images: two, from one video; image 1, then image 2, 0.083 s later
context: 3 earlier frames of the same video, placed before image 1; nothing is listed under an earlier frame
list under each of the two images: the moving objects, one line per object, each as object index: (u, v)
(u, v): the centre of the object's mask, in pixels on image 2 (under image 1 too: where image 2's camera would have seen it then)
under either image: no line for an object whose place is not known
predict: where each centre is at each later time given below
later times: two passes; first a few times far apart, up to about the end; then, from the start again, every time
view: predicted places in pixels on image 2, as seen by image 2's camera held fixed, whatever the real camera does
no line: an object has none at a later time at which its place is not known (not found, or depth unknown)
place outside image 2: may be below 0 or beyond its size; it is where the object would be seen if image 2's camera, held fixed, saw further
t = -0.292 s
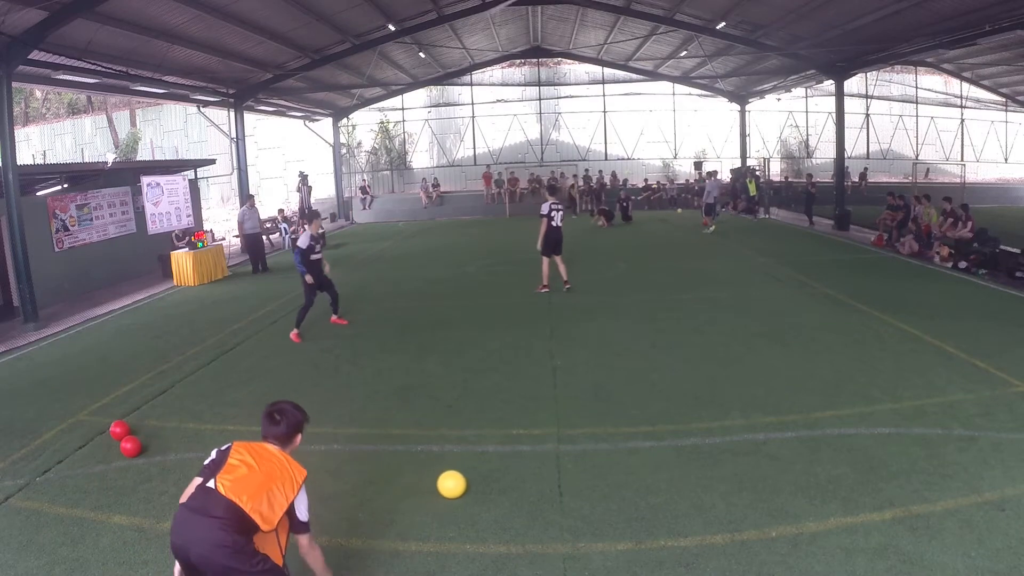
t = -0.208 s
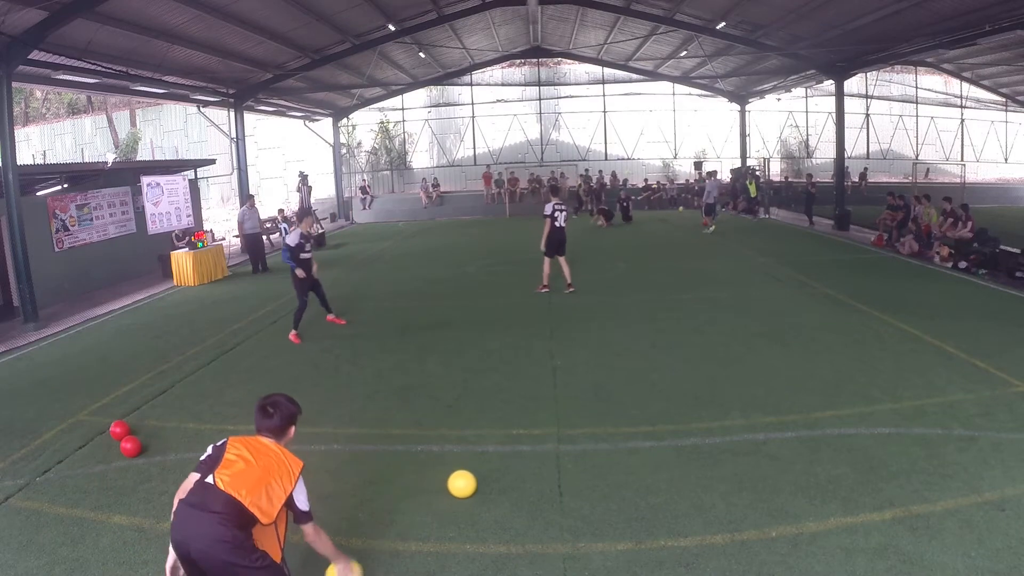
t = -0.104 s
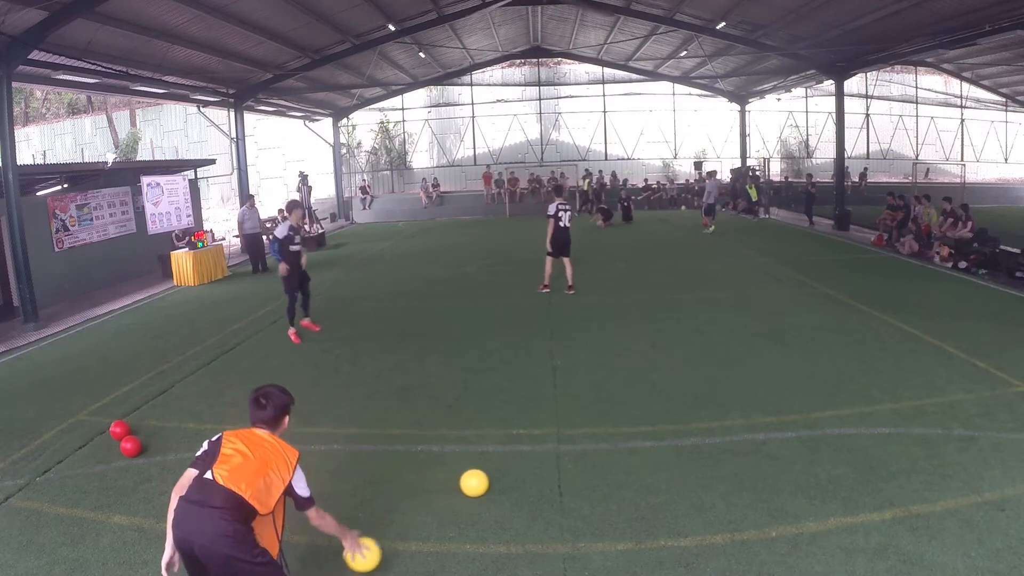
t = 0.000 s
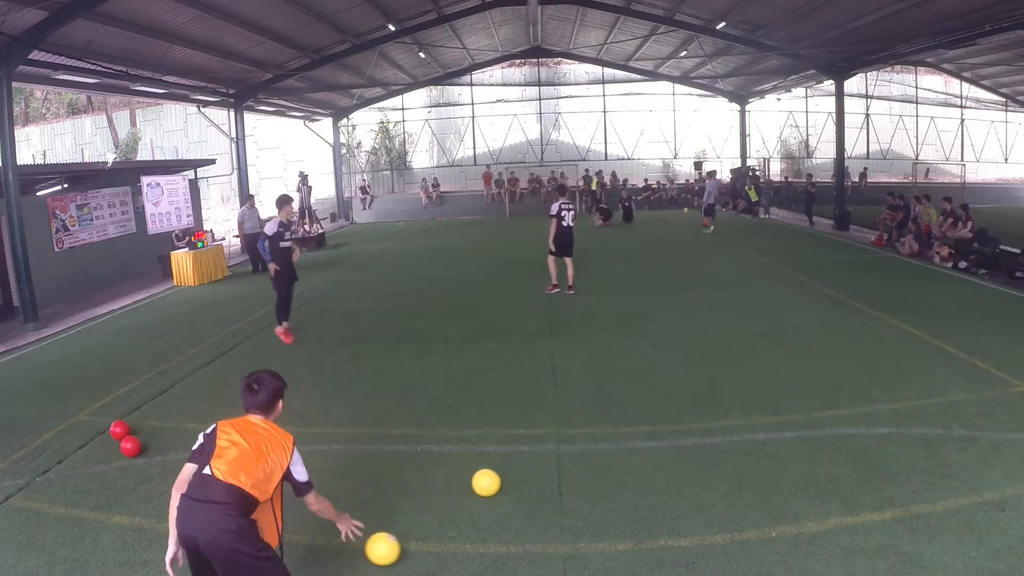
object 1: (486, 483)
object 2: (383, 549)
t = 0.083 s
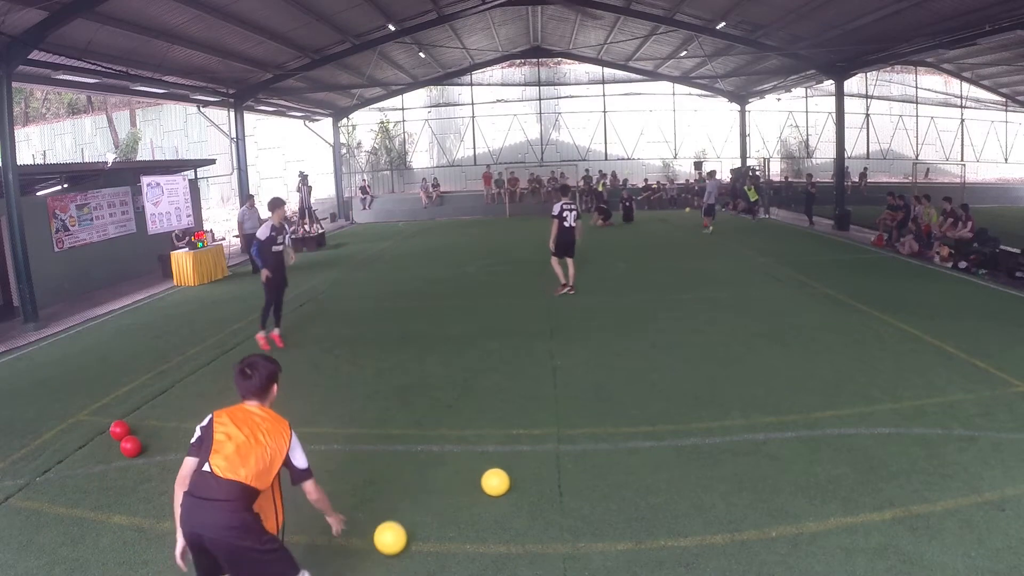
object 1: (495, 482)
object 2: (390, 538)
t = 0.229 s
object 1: (511, 482)
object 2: (400, 526)
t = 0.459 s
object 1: (532, 481)
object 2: (419, 510)
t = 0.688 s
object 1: (549, 479)
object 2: (435, 496)
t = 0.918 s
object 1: (565, 479)
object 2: (450, 483)
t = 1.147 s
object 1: (578, 479)
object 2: (465, 474)
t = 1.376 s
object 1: (588, 479)
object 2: (477, 466)
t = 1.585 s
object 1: (593, 479)
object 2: (488, 461)
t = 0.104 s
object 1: (498, 482)
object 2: (391, 534)
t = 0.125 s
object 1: (500, 482)
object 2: (393, 531)
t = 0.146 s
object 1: (502, 482)
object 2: (394, 529)
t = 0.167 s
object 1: (504, 482)
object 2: (395, 528)
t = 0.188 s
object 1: (507, 482)
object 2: (397, 526)
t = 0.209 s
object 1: (509, 482)
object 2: (398, 526)
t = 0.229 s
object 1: (511, 482)
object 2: (400, 526)
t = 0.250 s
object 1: (513, 482)
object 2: (402, 527)
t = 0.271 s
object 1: (515, 482)
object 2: (403, 527)
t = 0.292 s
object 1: (517, 481)
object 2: (405, 524)
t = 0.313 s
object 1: (519, 481)
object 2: (407, 521)
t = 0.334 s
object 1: (521, 481)
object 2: (408, 518)
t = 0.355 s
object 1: (523, 481)
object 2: (410, 517)
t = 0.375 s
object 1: (525, 481)
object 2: (412, 515)
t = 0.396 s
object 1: (526, 481)
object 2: (414, 515)
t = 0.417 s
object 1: (528, 481)
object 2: (416, 515)
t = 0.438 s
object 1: (530, 481)
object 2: (417, 512)
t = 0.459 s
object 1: (532, 481)
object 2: (419, 510)
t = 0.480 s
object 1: (534, 480)
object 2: (420, 508)
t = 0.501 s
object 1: (535, 480)
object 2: (422, 507)
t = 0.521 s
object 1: (537, 480)
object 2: (423, 506)
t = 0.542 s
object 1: (539, 480)
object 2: (425, 505)
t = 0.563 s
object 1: (540, 480)
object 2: (426, 503)
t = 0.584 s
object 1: (542, 480)
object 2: (428, 502)
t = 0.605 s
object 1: (543, 480)
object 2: (429, 501)
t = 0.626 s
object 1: (545, 479)
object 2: (431, 500)
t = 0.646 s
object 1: (546, 479)
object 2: (432, 499)
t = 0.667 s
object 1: (548, 479)
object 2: (434, 497)
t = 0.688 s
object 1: (549, 479)
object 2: (435, 496)
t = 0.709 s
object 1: (551, 479)
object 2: (437, 495)
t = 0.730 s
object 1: (552, 480)
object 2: (438, 493)
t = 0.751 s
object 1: (554, 480)
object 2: (439, 492)
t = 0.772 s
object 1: (555, 480)
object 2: (441, 491)
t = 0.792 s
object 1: (557, 480)
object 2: (442, 490)
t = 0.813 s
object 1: (558, 480)
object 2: (444, 488)
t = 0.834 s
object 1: (560, 480)
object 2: (445, 487)
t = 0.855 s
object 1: (561, 480)
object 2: (446, 486)
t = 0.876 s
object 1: (563, 480)
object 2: (448, 485)
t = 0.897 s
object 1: (564, 480)
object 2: (449, 484)
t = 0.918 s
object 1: (565, 479)
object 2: (450, 483)
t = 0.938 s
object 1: (567, 479)
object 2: (452, 482)
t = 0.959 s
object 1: (568, 479)
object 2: (453, 481)
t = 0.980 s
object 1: (569, 479)
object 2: (454, 480)
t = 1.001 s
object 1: (570, 479)
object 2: (456, 479)
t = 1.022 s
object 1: (572, 479)
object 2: (457, 478)
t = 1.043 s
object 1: (573, 479)
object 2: (458, 477)
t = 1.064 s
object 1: (574, 479)
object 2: (460, 477)
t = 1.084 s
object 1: (575, 479)
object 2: (461, 476)
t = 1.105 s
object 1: (576, 479)
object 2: (462, 475)
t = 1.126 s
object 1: (577, 479)
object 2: (464, 474)
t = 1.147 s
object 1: (578, 479)
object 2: (465, 474)
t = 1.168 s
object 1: (579, 479)
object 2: (466, 473)
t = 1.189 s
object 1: (580, 479)
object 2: (467, 472)
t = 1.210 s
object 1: (581, 479)
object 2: (469, 471)
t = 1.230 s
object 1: (582, 479)
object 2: (470, 471)
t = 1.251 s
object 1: (583, 479)
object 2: (471, 470)
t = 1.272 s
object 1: (583, 479)
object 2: (472, 469)
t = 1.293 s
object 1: (584, 479)
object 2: (473, 469)
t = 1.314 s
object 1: (585, 479)
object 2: (474, 468)
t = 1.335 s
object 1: (586, 479)
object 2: (475, 467)
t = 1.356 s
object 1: (587, 479)
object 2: (476, 467)
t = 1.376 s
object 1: (588, 479)
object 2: (477, 466)
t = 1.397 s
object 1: (588, 479)
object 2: (479, 465)
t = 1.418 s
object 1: (589, 479)
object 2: (480, 465)
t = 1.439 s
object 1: (590, 479)
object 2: (481, 464)
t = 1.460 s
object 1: (590, 479)
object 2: (482, 464)
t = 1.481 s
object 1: (591, 479)
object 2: (483, 463)
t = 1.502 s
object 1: (591, 479)
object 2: (484, 463)
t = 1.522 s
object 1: (592, 479)
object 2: (485, 462)
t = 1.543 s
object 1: (592, 479)
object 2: (486, 462)
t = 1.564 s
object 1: (593, 479)
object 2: (487, 462)
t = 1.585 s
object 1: (593, 479)
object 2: (488, 461)
